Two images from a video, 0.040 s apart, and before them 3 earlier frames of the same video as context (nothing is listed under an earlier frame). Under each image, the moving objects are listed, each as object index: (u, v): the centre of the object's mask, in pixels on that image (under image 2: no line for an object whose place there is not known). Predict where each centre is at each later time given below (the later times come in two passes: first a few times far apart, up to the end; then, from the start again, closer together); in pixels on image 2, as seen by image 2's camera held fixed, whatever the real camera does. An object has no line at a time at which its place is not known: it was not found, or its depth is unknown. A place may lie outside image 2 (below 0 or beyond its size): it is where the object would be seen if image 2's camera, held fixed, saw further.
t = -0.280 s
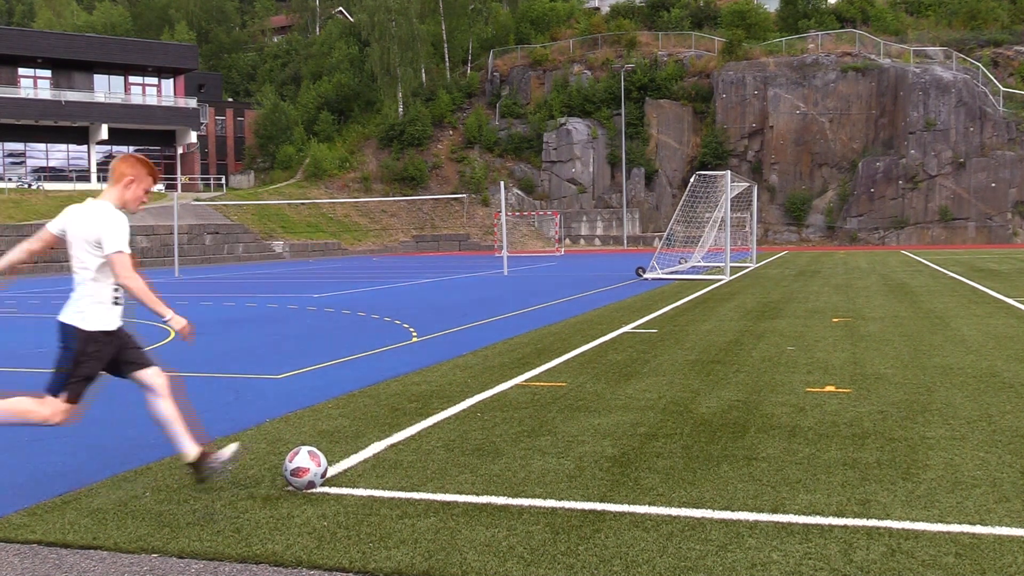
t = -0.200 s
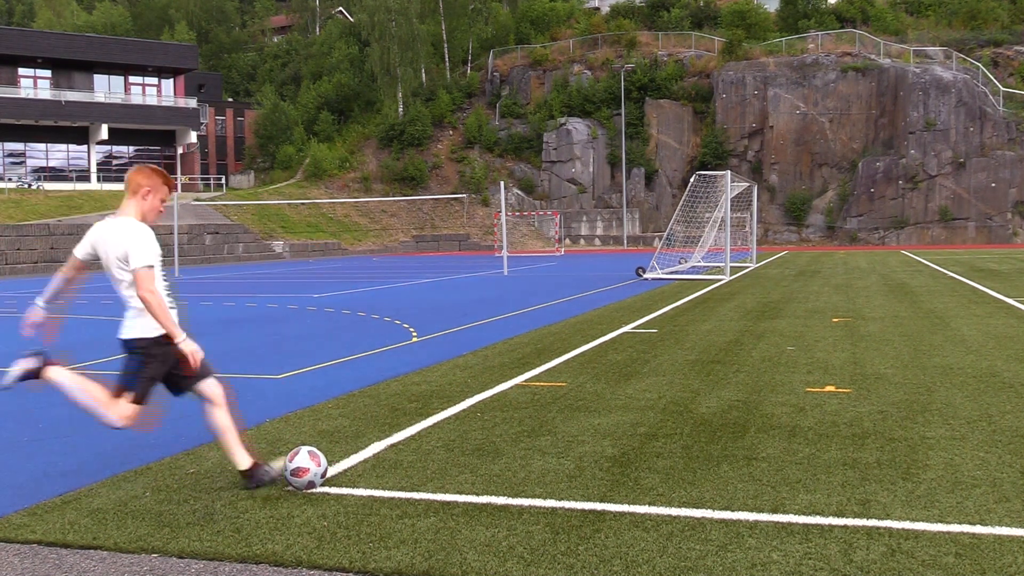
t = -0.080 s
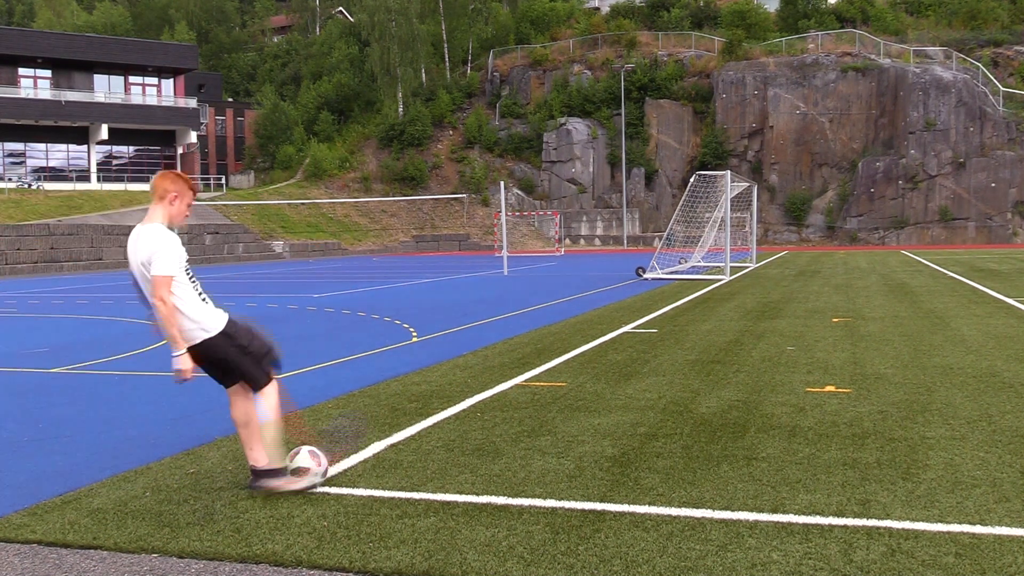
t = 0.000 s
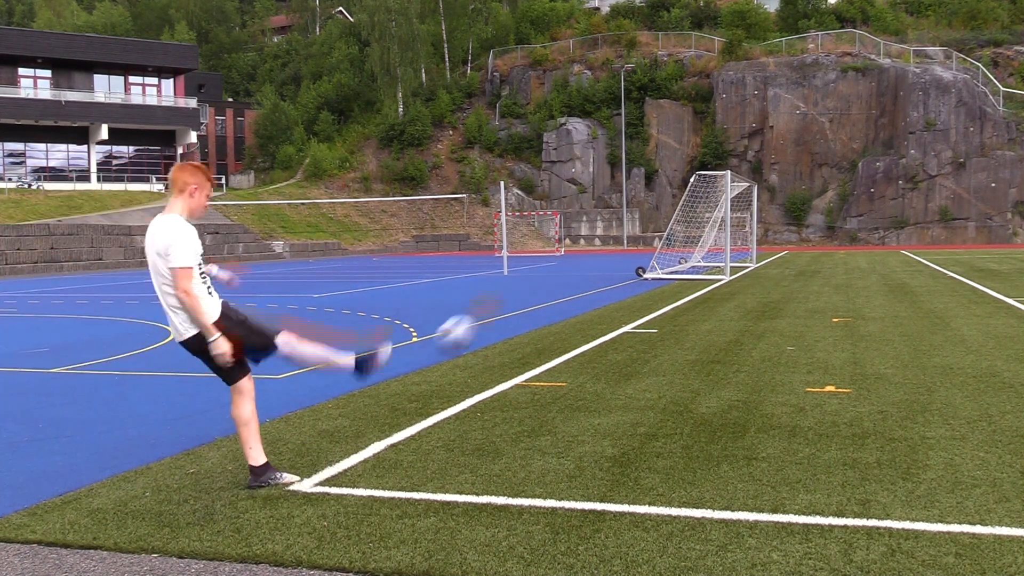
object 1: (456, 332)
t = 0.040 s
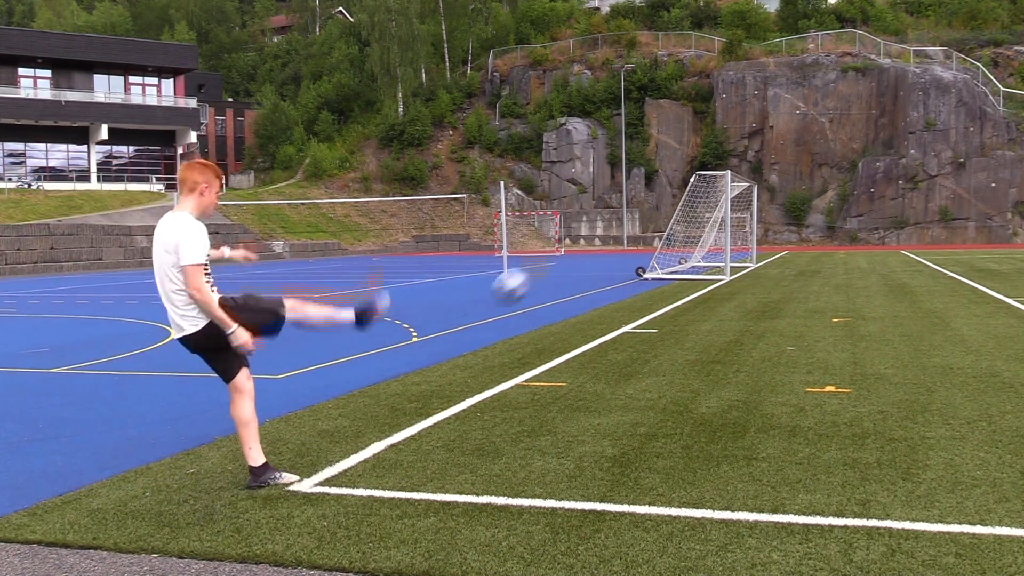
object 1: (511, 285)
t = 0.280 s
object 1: (691, 144)
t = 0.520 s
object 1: (756, 117)
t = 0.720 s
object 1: (778, 127)
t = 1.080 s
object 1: (788, 181)
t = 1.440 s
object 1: (779, 259)
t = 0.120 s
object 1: (594, 215)
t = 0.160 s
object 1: (624, 191)
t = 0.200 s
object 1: (650, 171)
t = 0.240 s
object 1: (671, 156)
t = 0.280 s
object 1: (691, 144)
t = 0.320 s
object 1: (706, 135)
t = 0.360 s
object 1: (719, 127)
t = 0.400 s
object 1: (730, 123)
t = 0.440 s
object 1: (740, 119)
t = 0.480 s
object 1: (748, 117)
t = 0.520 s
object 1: (756, 117)
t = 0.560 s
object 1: (762, 117)
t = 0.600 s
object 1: (767, 118)
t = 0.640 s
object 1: (771, 120)
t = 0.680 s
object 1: (775, 124)
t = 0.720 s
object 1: (778, 127)
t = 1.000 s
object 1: (788, 166)
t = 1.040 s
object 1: (788, 174)
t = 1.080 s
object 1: (788, 181)
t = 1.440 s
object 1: (779, 259)
